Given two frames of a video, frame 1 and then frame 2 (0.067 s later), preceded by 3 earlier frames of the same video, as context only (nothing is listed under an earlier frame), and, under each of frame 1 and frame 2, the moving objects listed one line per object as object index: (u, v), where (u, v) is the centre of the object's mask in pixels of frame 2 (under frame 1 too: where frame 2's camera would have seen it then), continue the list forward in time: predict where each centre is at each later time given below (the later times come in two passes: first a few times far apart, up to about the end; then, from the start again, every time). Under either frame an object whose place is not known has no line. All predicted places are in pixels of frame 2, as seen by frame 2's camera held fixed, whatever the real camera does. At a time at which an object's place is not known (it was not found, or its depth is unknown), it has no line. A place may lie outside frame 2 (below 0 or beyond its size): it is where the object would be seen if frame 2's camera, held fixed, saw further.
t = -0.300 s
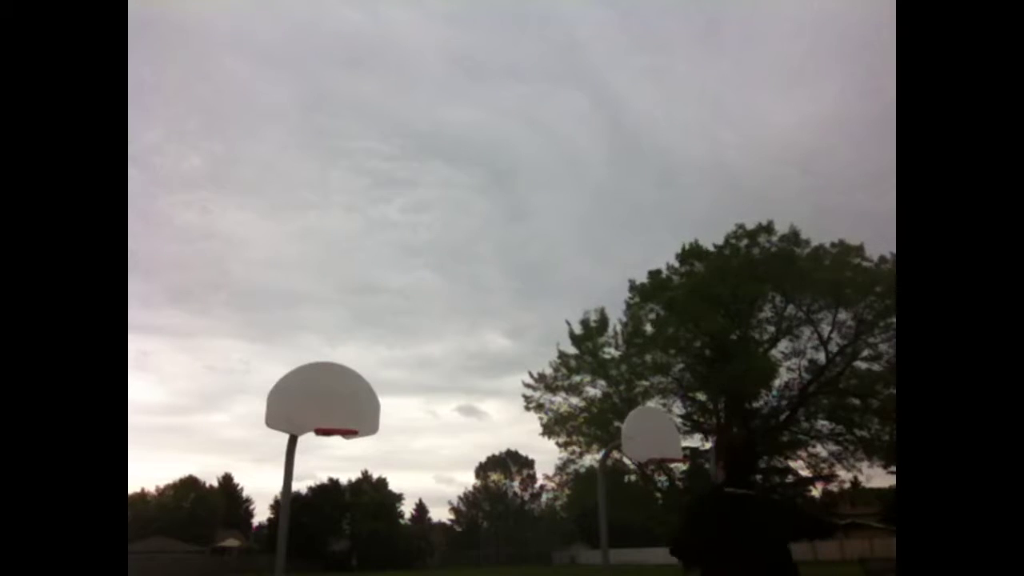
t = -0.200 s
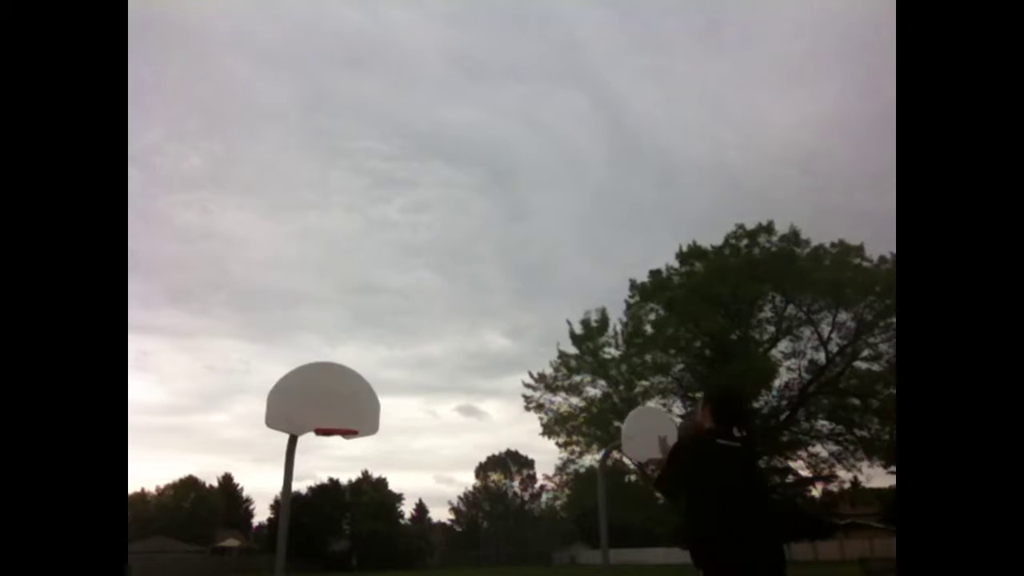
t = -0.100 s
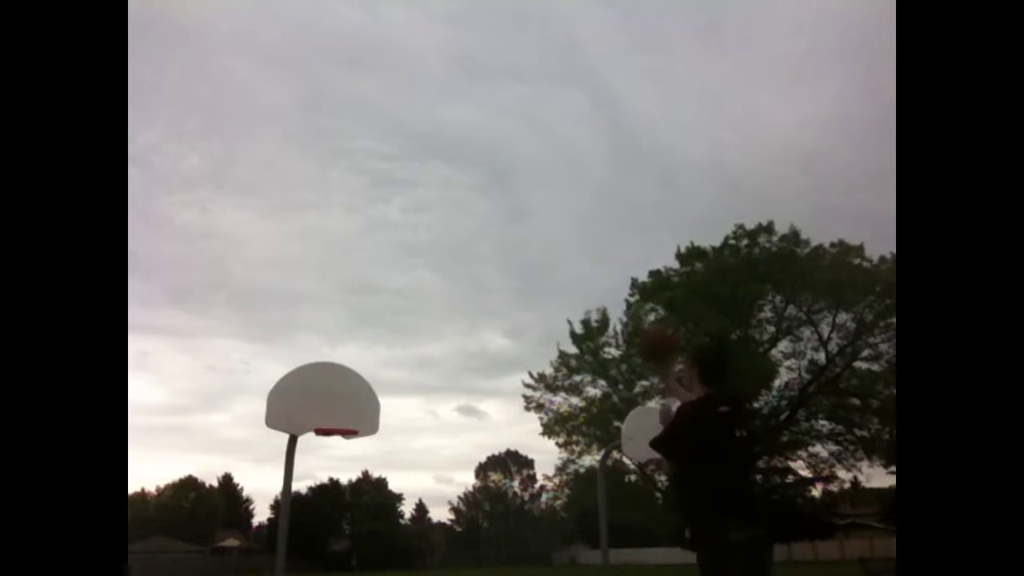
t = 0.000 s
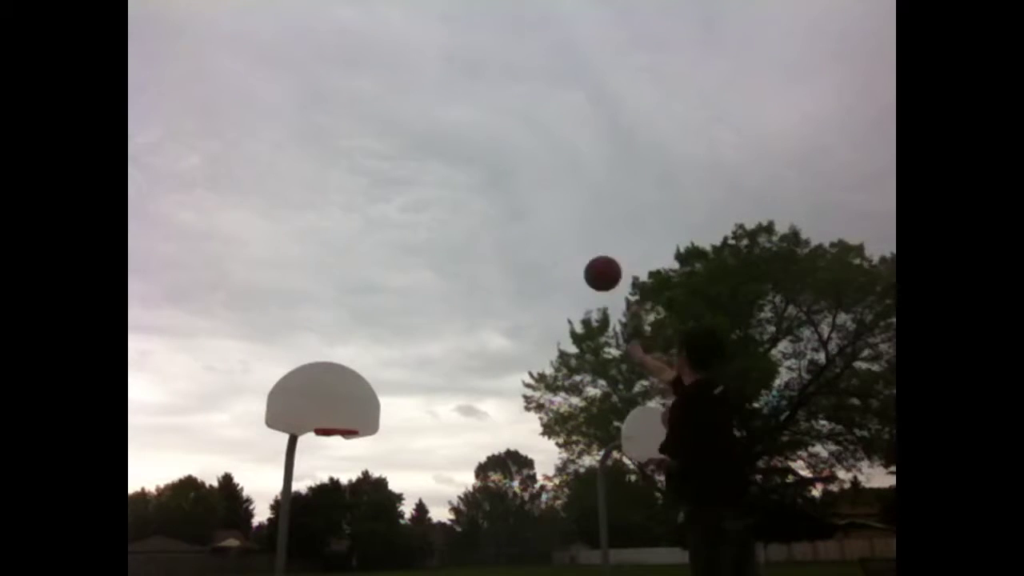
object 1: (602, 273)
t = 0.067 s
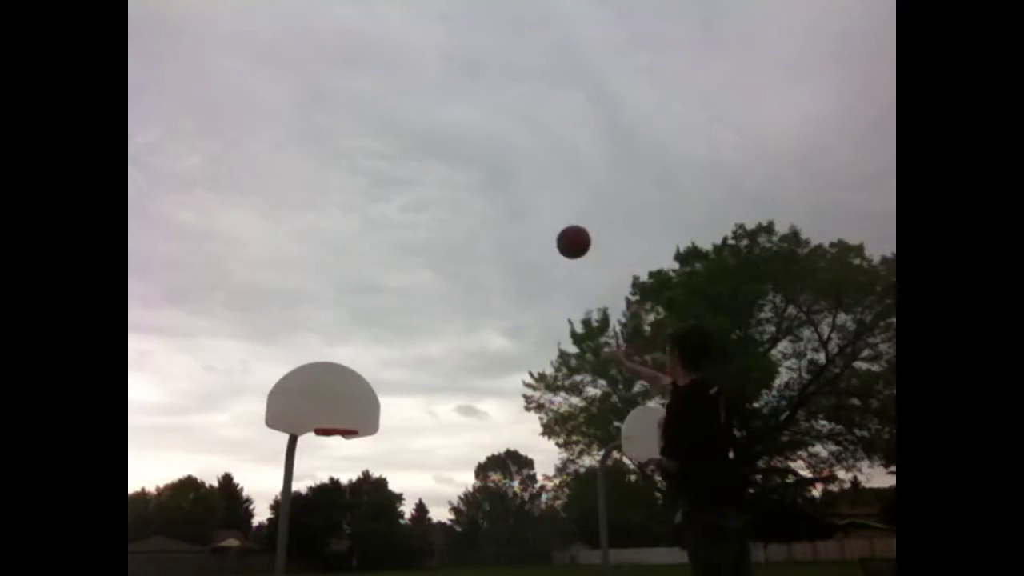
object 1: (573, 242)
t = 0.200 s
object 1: (526, 204)
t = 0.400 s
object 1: (472, 192)
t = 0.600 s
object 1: (430, 217)
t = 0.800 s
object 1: (394, 270)
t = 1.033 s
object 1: (354, 365)
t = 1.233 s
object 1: (350, 403)
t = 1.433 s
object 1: (381, 377)
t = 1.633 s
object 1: (413, 385)
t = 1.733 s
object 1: (429, 403)
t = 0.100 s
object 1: (560, 229)
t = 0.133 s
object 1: (548, 219)
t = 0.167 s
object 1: (537, 210)
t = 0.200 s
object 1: (526, 204)
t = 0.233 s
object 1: (516, 199)
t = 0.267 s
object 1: (507, 195)
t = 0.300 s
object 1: (497, 193)
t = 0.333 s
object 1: (489, 191)
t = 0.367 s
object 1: (480, 191)
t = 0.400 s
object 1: (472, 192)
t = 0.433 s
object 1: (465, 194)
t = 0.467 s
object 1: (457, 197)
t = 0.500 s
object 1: (450, 201)
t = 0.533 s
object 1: (444, 205)
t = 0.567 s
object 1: (437, 210)
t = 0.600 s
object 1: (430, 217)
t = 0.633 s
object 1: (424, 224)
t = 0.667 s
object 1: (418, 232)
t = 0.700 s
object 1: (411, 240)
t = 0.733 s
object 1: (405, 250)
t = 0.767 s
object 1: (399, 259)
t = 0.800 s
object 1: (394, 270)
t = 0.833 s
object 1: (388, 282)
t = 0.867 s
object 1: (382, 294)
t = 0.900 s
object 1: (377, 306)
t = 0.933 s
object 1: (371, 320)
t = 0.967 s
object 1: (365, 334)
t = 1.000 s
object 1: (360, 349)
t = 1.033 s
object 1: (354, 365)
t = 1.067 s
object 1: (349, 381)
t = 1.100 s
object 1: (342, 399)
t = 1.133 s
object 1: (336, 417)
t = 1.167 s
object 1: (338, 419)
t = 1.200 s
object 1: (344, 411)
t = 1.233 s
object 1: (350, 403)
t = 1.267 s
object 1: (355, 397)
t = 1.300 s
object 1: (361, 391)
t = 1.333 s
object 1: (366, 387)
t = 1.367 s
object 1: (371, 382)
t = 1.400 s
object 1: (376, 380)
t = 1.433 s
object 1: (381, 377)
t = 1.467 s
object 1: (387, 376)
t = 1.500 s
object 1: (392, 376)
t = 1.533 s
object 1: (397, 377)
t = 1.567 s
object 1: (403, 378)
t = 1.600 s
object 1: (408, 381)
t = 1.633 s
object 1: (413, 385)
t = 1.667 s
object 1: (418, 390)
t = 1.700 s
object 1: (423, 396)
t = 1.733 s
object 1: (429, 403)
